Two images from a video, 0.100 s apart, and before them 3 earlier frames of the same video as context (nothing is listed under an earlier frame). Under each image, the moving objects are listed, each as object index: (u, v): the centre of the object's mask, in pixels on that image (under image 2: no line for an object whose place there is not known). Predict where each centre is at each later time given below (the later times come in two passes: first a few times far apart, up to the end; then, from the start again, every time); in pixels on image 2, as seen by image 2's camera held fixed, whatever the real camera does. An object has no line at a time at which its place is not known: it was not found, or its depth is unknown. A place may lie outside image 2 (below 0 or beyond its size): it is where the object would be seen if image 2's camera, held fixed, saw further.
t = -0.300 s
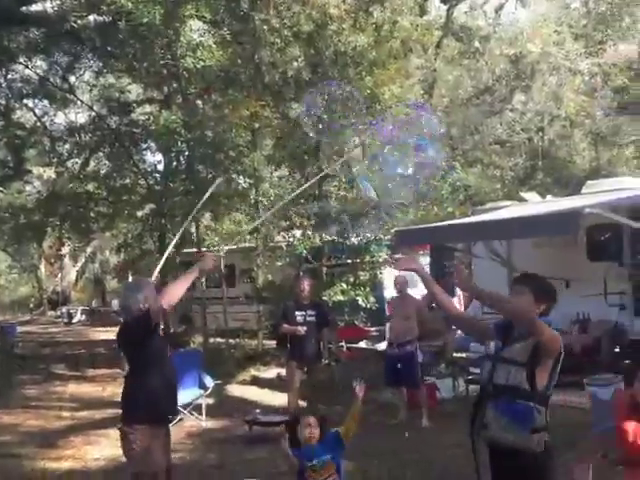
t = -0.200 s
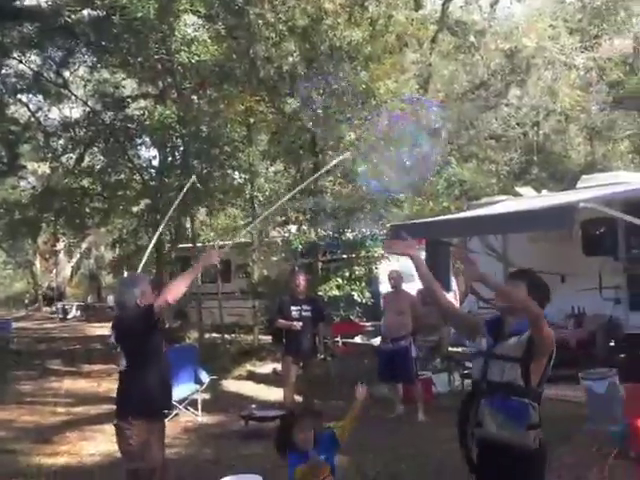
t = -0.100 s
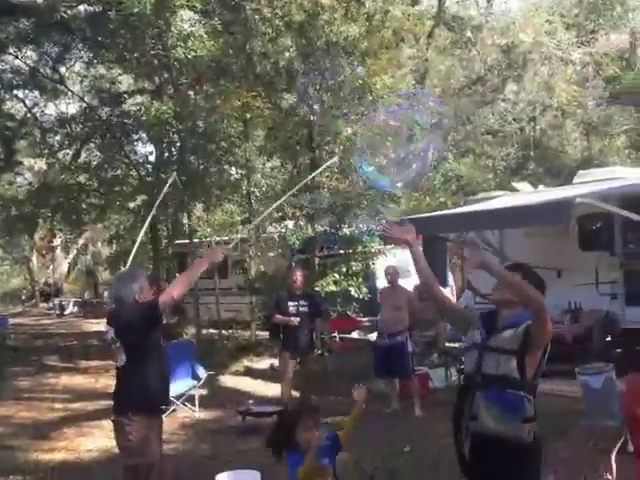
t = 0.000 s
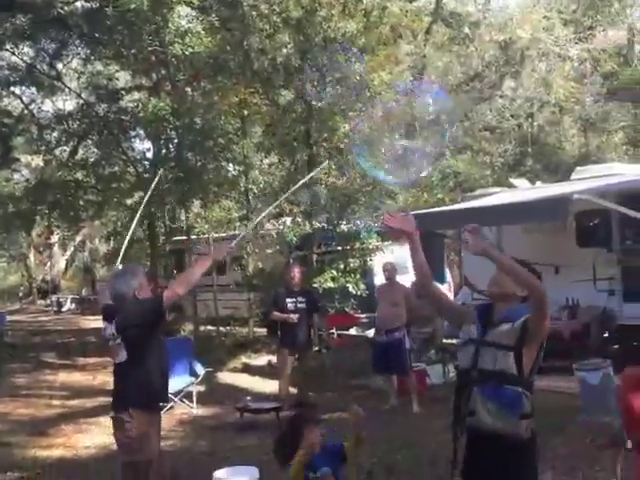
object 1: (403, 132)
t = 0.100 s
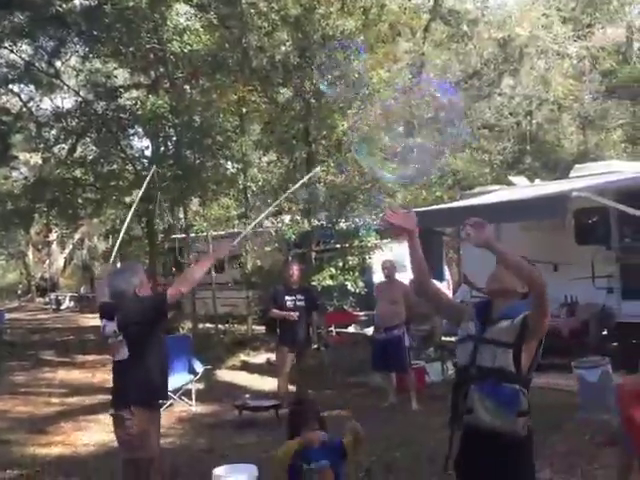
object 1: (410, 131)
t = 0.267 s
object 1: (437, 118)
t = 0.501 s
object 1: (460, 107)
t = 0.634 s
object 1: (470, 106)
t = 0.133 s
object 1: (414, 131)
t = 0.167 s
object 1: (426, 127)
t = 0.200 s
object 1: (429, 123)
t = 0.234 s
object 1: (432, 120)
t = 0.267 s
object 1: (437, 118)
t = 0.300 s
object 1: (439, 118)
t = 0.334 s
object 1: (446, 119)
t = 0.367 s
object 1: (450, 105)
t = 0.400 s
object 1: (452, 103)
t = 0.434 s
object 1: (453, 103)
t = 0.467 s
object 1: (454, 103)
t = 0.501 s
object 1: (460, 107)
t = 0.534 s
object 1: (462, 106)
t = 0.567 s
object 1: (467, 106)
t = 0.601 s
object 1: (469, 106)
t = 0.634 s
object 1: (470, 106)
